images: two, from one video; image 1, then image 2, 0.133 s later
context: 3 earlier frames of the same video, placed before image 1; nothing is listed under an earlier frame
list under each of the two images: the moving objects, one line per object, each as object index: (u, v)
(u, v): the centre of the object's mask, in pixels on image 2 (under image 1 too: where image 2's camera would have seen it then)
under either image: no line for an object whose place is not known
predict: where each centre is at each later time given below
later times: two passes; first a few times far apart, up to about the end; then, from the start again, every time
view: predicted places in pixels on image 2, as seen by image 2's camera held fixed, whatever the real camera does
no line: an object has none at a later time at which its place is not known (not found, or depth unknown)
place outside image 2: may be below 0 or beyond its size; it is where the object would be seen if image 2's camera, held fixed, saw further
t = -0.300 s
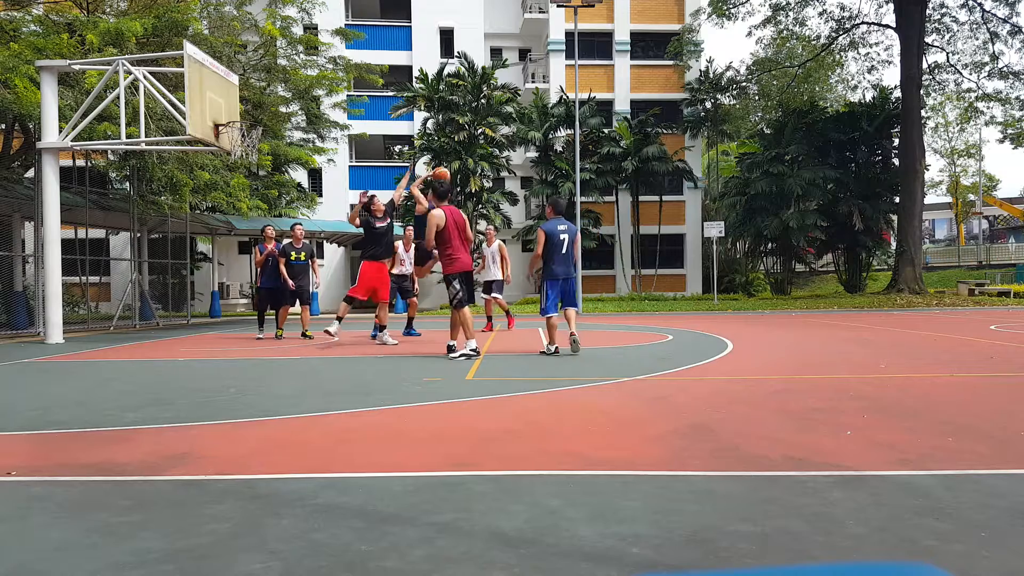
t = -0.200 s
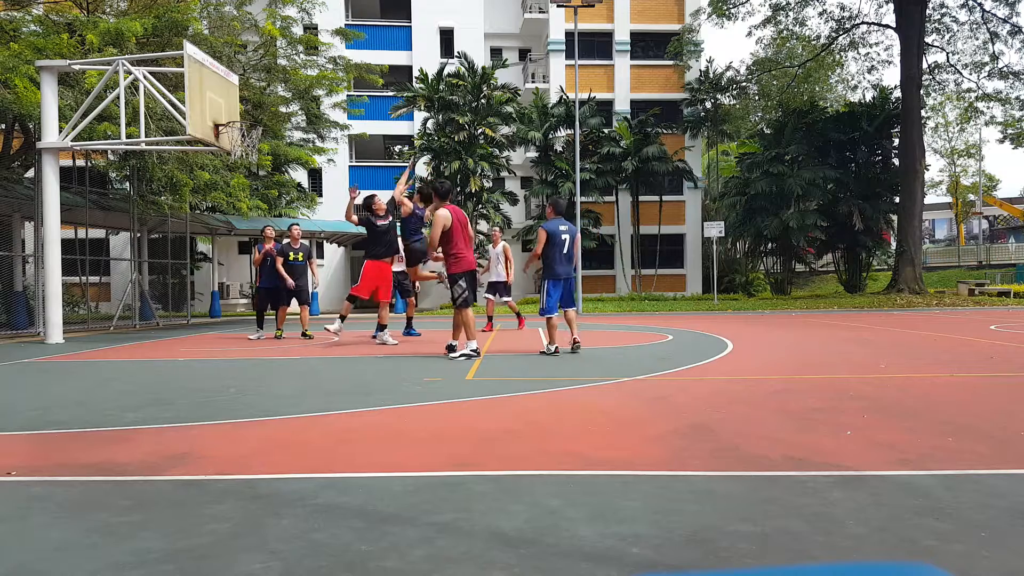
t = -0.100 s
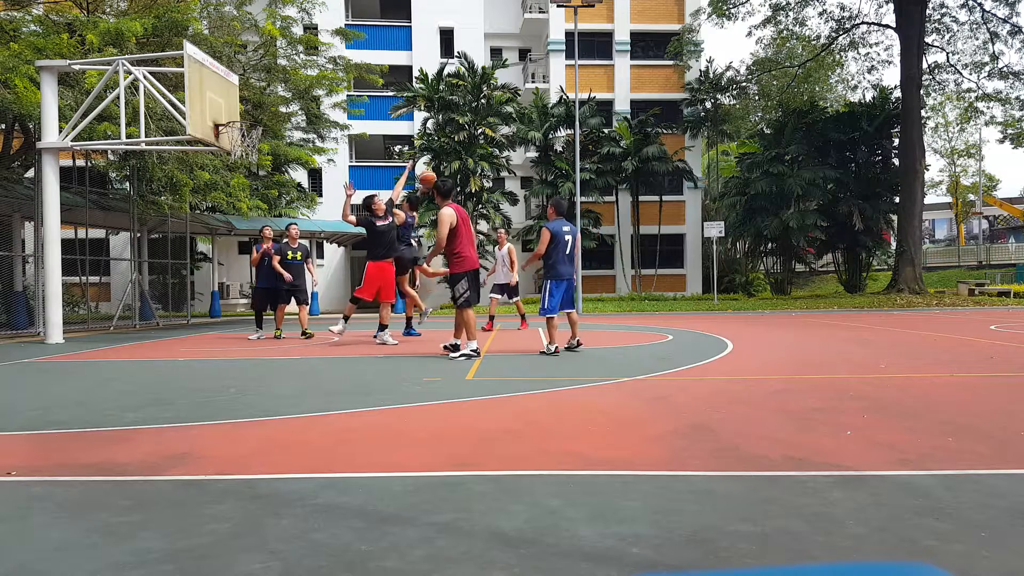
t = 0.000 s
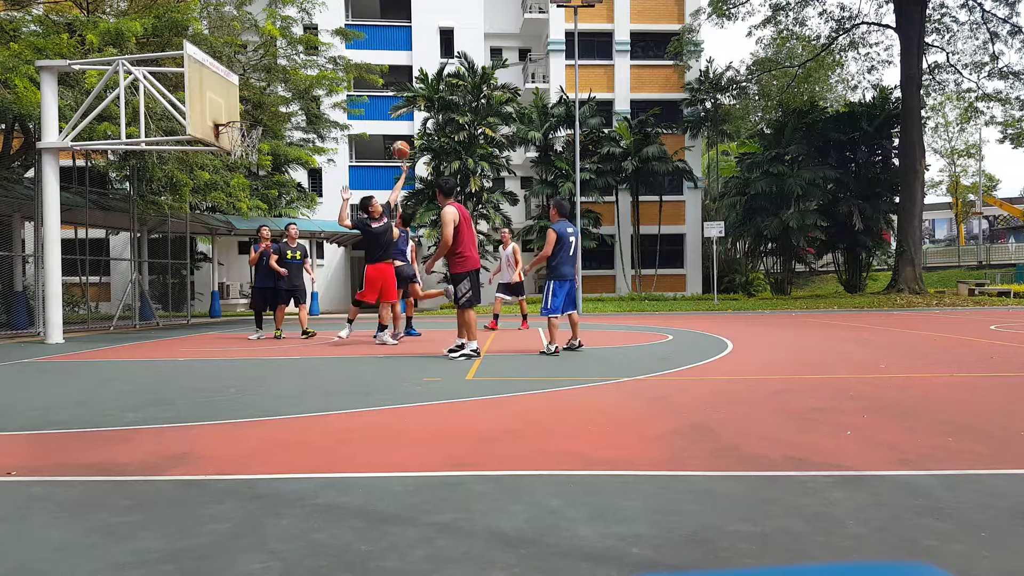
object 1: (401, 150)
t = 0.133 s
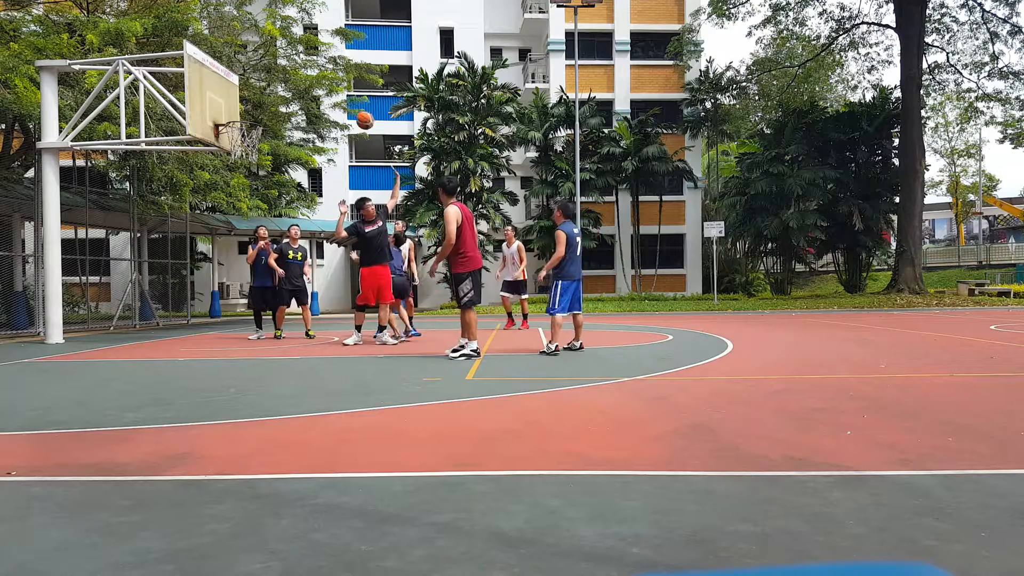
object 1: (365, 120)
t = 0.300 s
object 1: (321, 102)
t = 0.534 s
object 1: (262, 110)
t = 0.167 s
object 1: (356, 115)
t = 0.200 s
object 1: (347, 110)
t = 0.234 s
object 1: (339, 107)
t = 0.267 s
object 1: (330, 104)
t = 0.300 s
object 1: (321, 102)
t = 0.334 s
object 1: (312, 102)
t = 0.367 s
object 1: (304, 100)
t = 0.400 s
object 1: (296, 100)
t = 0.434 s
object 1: (287, 102)
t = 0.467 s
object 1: (280, 103)
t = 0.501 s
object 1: (270, 106)
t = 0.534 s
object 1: (262, 110)
